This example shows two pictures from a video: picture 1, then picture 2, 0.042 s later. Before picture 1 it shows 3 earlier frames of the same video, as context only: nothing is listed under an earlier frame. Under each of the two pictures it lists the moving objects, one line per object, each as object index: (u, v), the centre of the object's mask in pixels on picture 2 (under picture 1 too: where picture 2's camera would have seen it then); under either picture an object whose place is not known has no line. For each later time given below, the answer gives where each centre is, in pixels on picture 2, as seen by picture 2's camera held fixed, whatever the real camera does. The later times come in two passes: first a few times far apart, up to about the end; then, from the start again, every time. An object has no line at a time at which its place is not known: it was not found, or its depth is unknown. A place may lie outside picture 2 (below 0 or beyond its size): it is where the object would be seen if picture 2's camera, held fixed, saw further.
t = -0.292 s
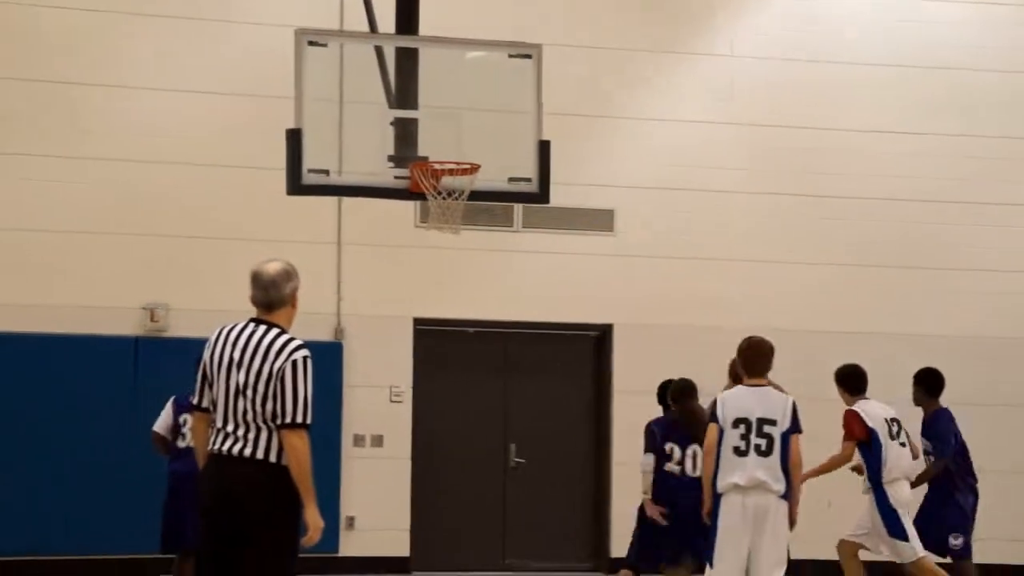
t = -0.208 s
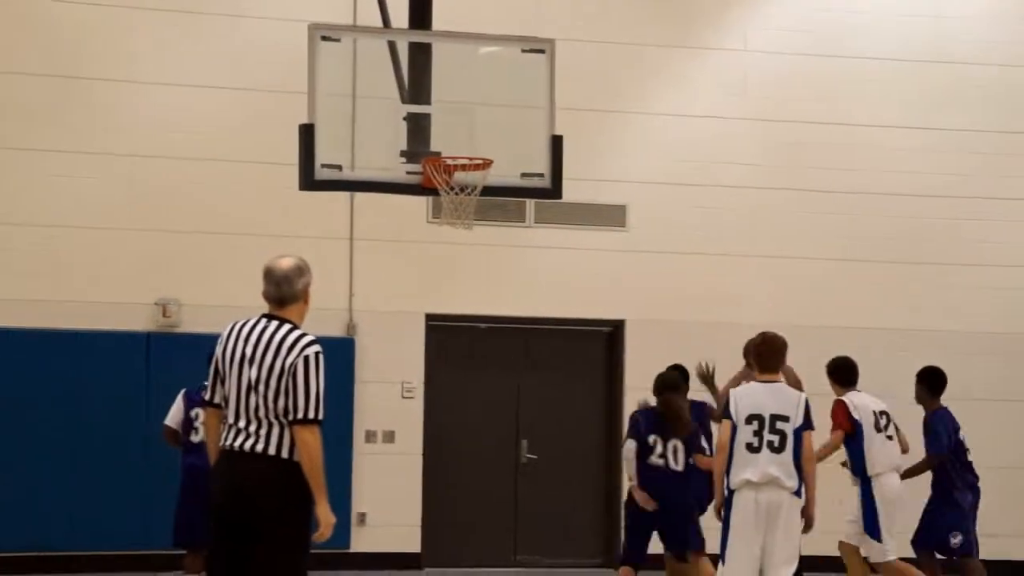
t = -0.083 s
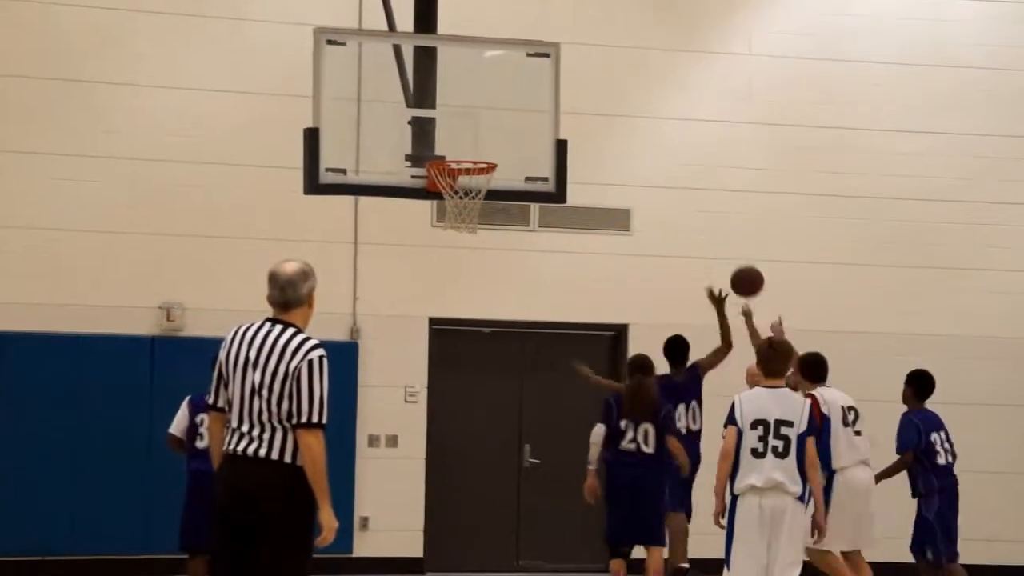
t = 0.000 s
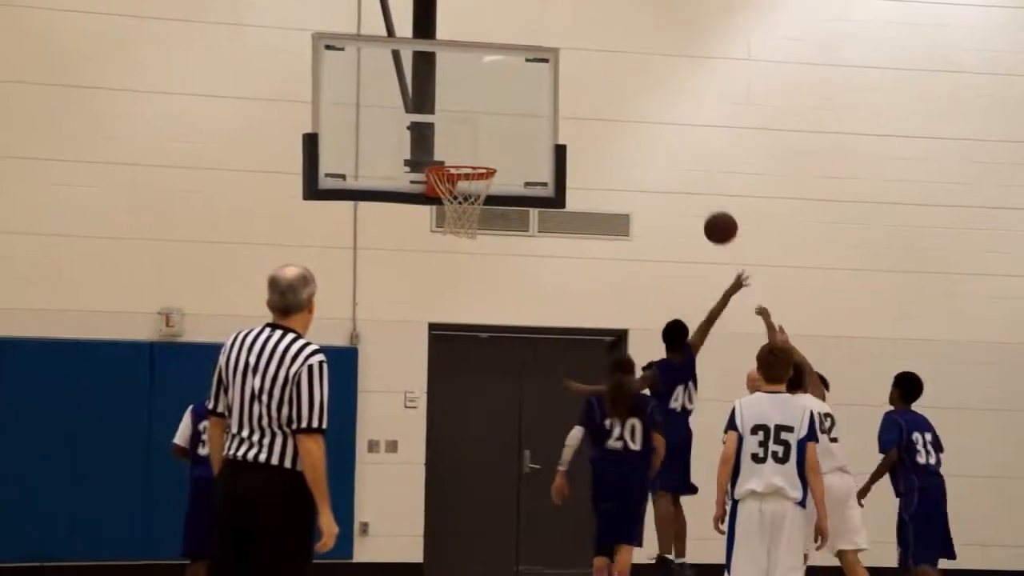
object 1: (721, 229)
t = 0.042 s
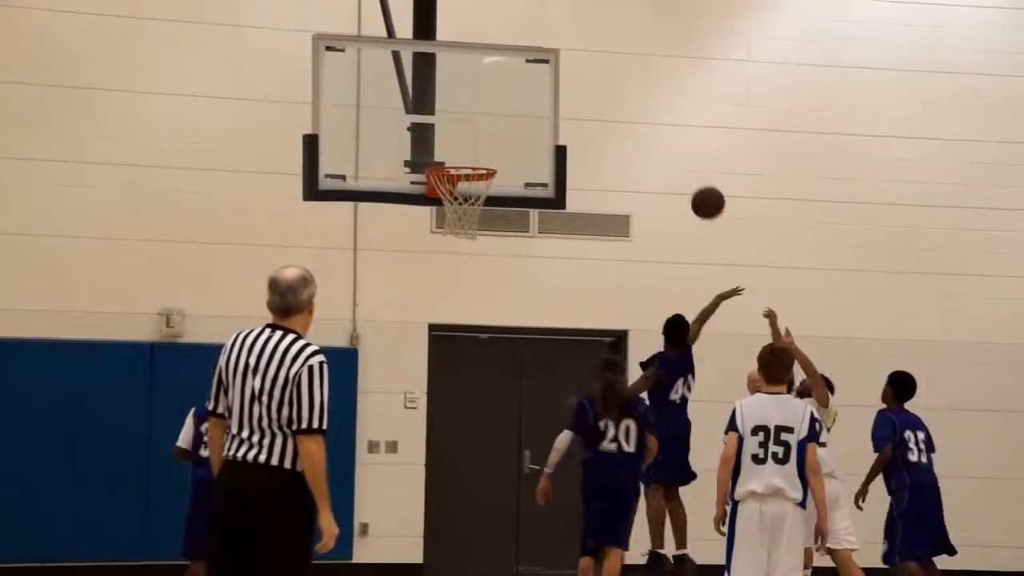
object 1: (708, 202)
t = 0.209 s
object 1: (655, 121)
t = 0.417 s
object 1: (588, 73)
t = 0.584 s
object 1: (532, 78)
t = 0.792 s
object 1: (459, 138)
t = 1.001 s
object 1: (461, 175)
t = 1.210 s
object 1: (440, 212)
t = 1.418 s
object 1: (442, 291)
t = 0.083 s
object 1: (694, 178)
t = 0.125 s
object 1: (681, 157)
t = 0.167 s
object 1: (668, 138)
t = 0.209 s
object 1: (655, 121)
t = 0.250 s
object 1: (642, 107)
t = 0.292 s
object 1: (628, 95)
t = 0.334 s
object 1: (615, 85)
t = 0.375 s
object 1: (601, 78)
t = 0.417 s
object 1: (588, 73)
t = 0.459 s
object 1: (574, 70)
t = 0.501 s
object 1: (561, 70)
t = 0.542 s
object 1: (546, 73)
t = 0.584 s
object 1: (532, 78)
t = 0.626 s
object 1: (517, 84)
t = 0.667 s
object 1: (503, 94)
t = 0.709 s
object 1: (488, 106)
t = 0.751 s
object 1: (474, 121)
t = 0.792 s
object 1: (459, 138)
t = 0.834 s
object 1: (444, 155)
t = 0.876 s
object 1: (453, 158)
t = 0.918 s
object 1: (470, 170)
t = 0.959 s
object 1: (471, 173)
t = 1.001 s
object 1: (461, 175)
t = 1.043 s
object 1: (453, 181)
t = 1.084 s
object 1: (442, 187)
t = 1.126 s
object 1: (440, 189)
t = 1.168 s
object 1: (439, 209)
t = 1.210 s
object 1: (440, 212)
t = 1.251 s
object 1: (439, 230)
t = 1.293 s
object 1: (440, 238)
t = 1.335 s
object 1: (441, 252)
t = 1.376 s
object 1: (442, 270)
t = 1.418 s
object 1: (442, 291)
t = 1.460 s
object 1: (444, 311)
